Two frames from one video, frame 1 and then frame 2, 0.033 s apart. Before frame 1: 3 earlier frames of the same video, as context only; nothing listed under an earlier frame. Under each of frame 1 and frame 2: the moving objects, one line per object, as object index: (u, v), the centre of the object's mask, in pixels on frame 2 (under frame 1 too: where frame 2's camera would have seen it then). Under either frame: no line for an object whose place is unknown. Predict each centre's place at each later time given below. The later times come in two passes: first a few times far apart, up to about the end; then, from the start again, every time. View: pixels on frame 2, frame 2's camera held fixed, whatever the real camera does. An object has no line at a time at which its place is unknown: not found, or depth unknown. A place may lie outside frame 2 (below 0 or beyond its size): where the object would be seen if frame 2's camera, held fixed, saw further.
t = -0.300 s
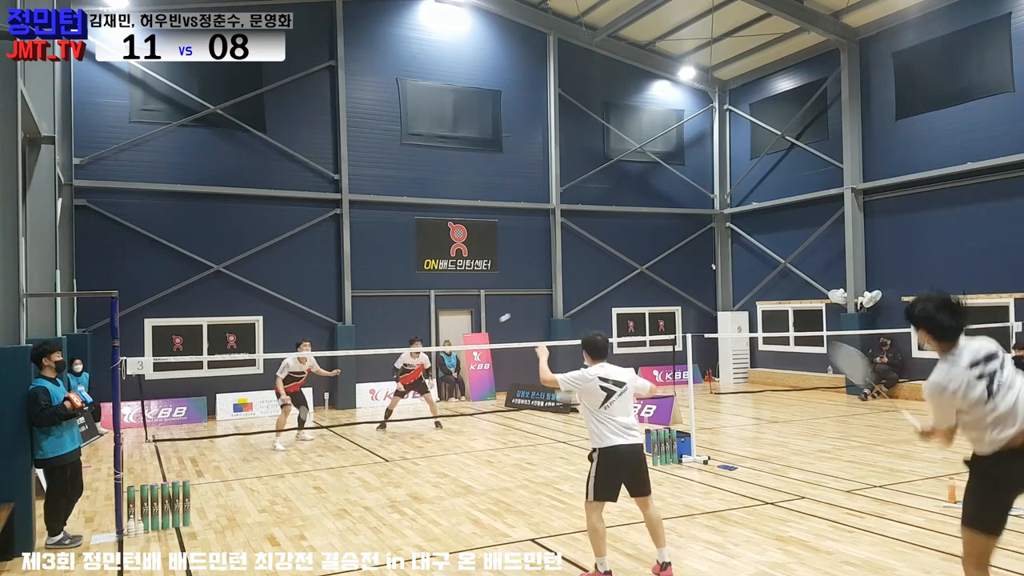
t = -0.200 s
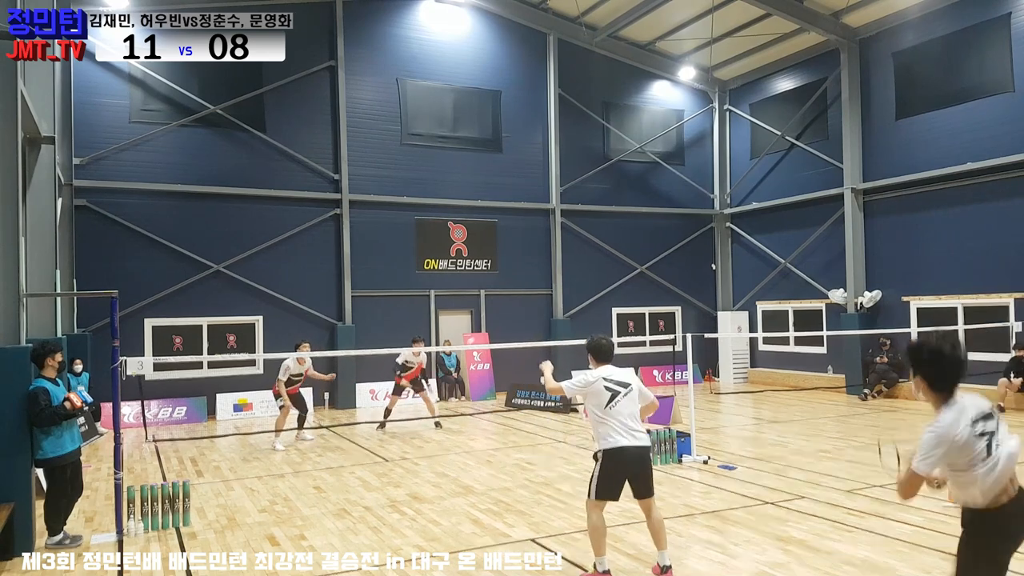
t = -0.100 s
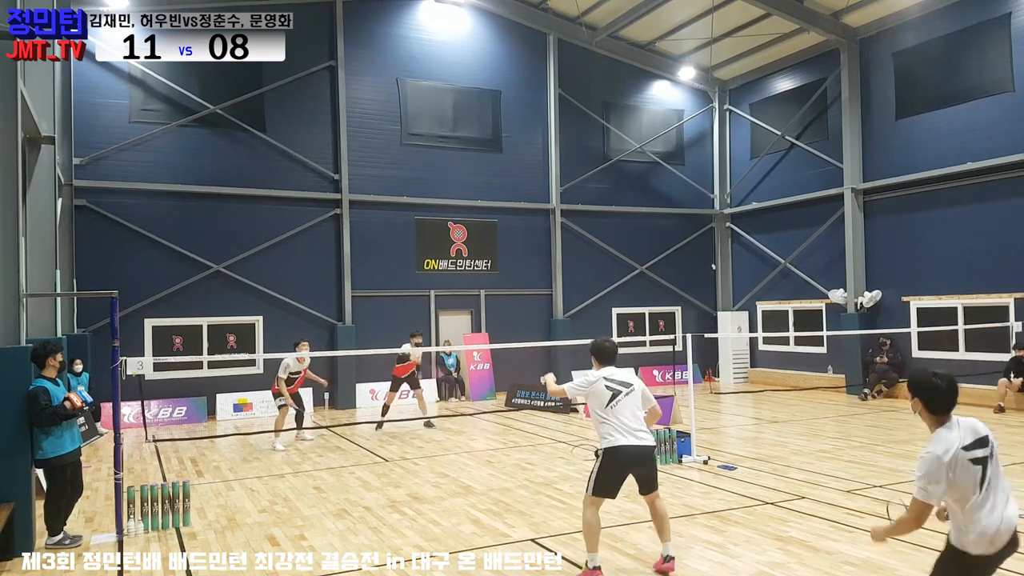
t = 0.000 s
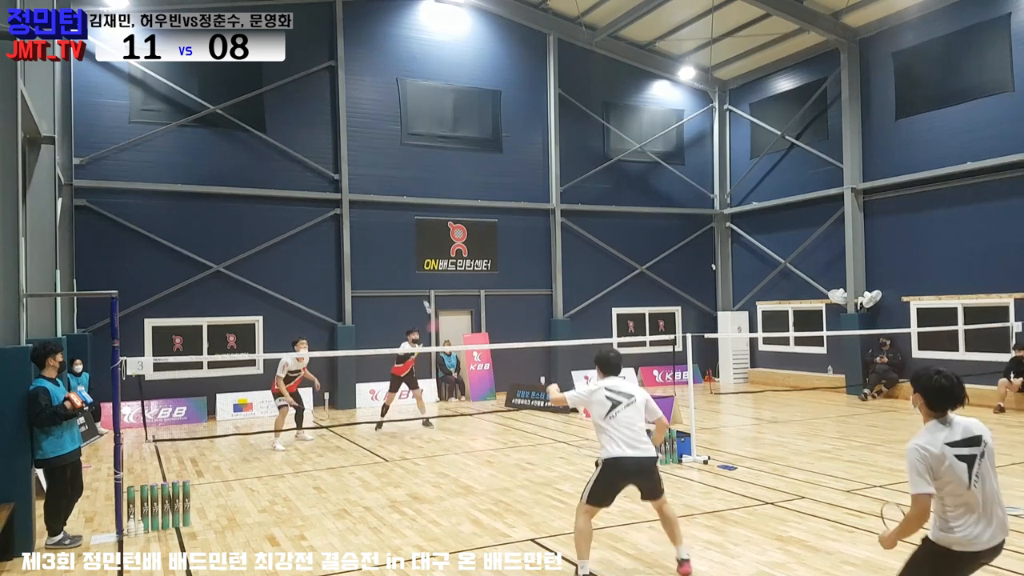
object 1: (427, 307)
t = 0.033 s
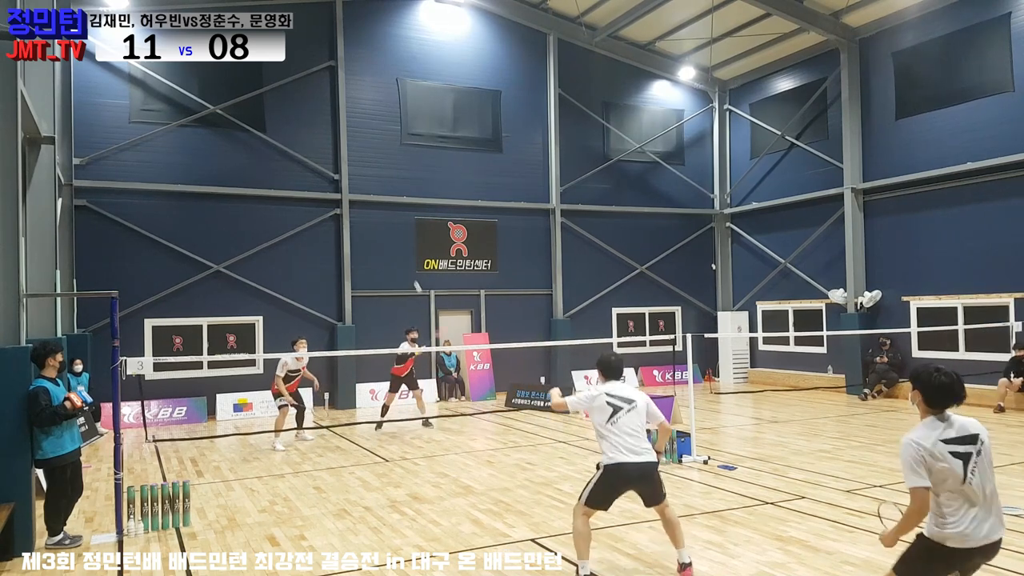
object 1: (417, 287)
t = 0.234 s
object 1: (372, 197)
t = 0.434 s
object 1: (329, 146)
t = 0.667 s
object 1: (273, 137)
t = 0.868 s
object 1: (220, 187)
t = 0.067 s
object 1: (409, 269)
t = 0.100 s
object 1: (402, 252)
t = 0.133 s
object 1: (395, 237)
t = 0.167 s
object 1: (387, 223)
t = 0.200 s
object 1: (380, 209)
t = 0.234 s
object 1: (372, 197)
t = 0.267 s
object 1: (366, 186)
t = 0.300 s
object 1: (358, 176)
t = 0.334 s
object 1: (351, 167)
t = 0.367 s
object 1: (344, 159)
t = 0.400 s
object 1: (336, 152)
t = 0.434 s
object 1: (329, 146)
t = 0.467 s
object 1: (321, 141)
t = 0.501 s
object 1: (314, 137)
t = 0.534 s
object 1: (306, 134)
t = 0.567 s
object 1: (298, 133)
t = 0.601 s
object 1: (289, 133)
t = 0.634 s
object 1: (282, 135)
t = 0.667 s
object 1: (273, 137)
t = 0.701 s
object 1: (265, 141)
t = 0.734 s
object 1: (256, 147)
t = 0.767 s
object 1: (247, 155)
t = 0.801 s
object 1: (238, 164)
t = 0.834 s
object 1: (229, 175)
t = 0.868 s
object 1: (220, 187)
